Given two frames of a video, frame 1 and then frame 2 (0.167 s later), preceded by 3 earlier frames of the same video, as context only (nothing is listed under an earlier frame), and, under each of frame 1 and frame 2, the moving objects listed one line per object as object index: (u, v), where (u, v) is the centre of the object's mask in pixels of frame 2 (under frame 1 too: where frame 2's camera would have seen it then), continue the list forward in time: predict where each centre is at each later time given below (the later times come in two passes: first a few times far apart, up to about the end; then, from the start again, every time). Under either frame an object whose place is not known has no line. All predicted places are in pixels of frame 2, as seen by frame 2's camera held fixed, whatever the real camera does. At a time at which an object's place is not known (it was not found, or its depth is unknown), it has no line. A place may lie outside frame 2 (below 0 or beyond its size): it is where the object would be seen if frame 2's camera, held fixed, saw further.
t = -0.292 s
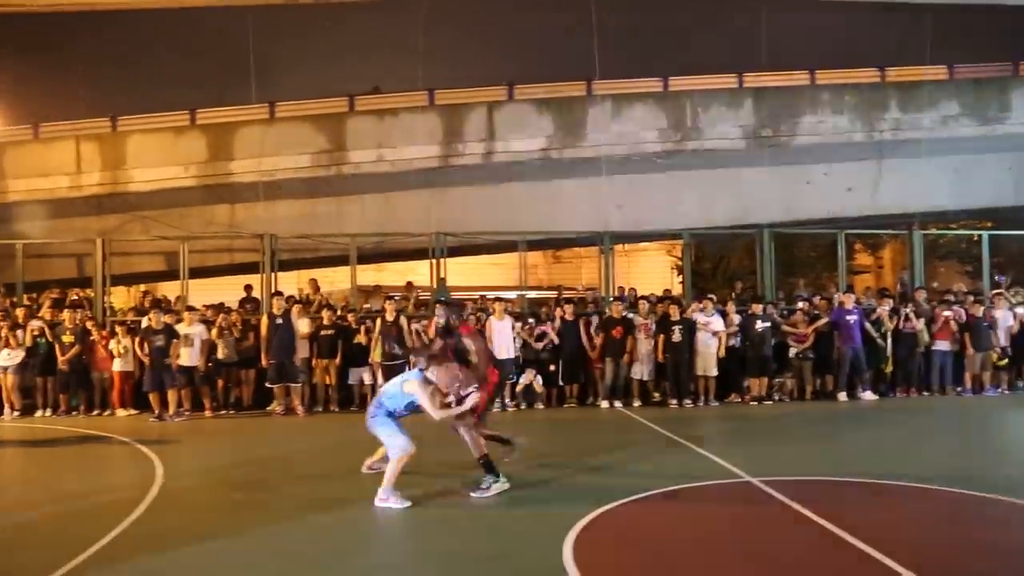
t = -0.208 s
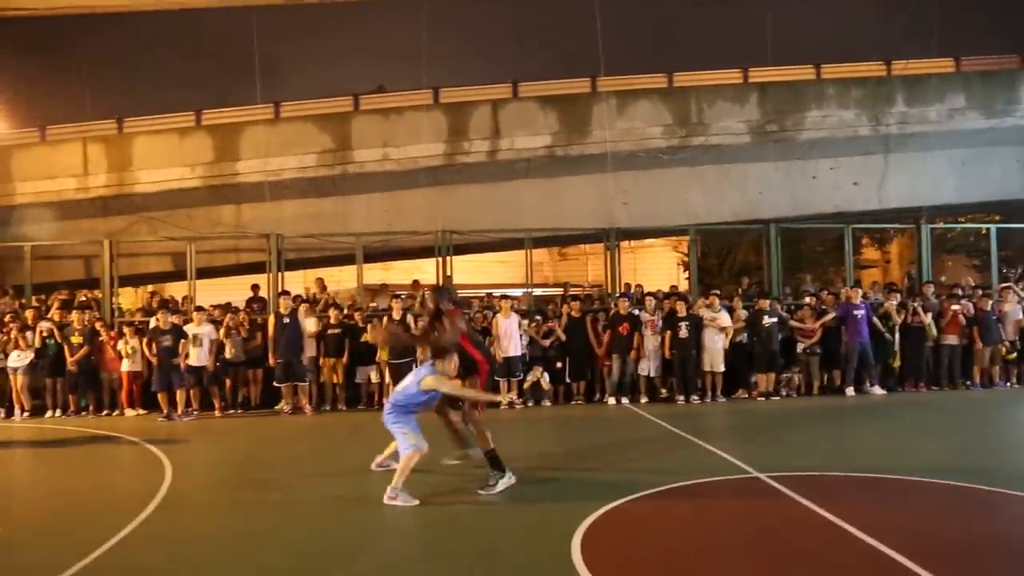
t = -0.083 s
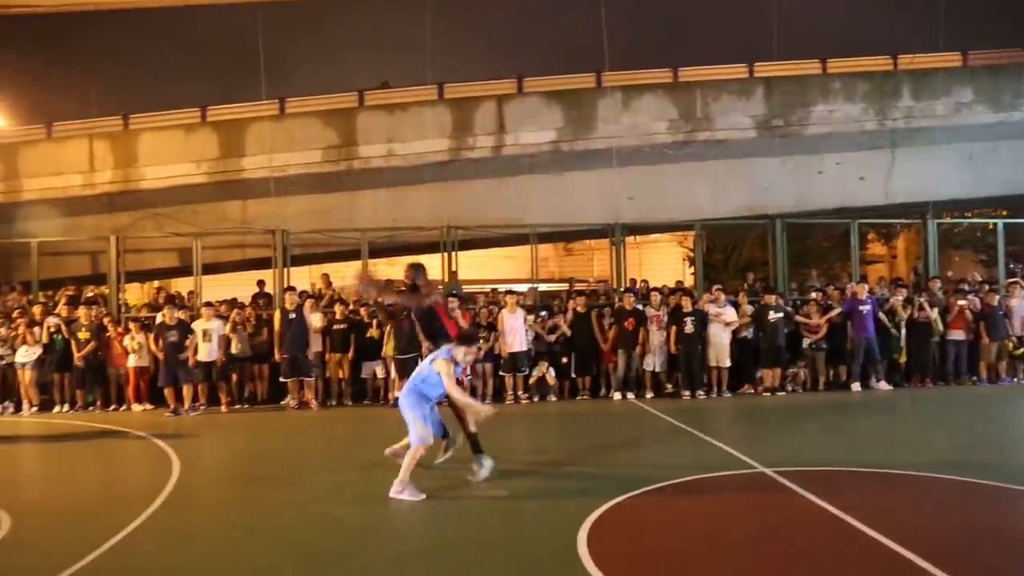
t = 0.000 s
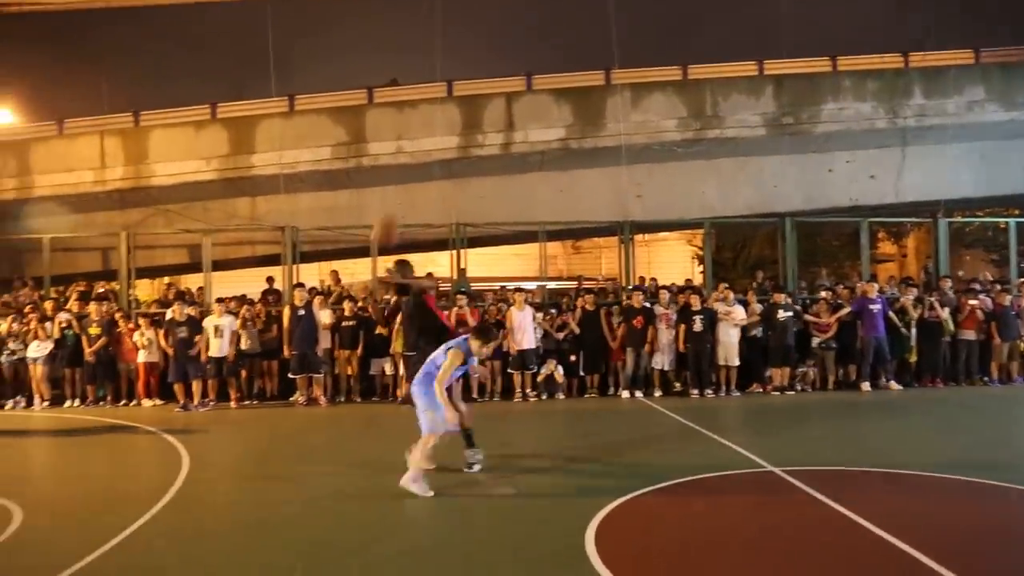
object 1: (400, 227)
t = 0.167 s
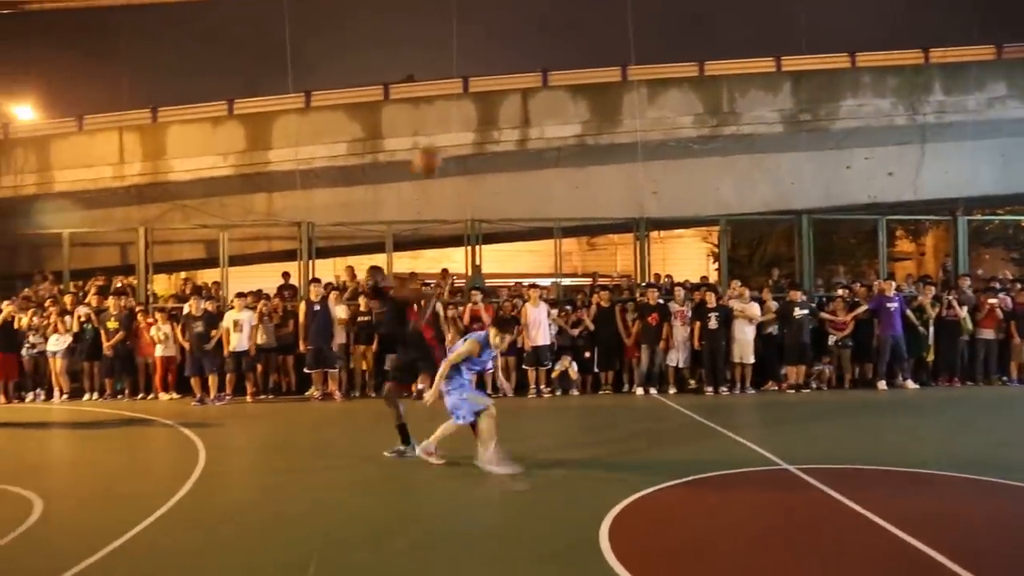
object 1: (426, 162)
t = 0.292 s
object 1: (449, 129)
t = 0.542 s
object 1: (488, 123)
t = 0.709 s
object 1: (516, 156)
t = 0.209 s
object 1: (433, 148)
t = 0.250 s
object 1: (442, 138)
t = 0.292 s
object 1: (449, 129)
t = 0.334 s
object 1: (454, 124)
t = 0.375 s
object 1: (463, 118)
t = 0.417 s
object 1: (469, 117)
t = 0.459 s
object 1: (476, 116)
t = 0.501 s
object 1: (483, 117)
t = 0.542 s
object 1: (488, 123)
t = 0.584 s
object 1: (493, 128)
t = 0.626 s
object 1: (499, 134)
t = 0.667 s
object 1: (509, 144)
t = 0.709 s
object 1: (516, 156)
